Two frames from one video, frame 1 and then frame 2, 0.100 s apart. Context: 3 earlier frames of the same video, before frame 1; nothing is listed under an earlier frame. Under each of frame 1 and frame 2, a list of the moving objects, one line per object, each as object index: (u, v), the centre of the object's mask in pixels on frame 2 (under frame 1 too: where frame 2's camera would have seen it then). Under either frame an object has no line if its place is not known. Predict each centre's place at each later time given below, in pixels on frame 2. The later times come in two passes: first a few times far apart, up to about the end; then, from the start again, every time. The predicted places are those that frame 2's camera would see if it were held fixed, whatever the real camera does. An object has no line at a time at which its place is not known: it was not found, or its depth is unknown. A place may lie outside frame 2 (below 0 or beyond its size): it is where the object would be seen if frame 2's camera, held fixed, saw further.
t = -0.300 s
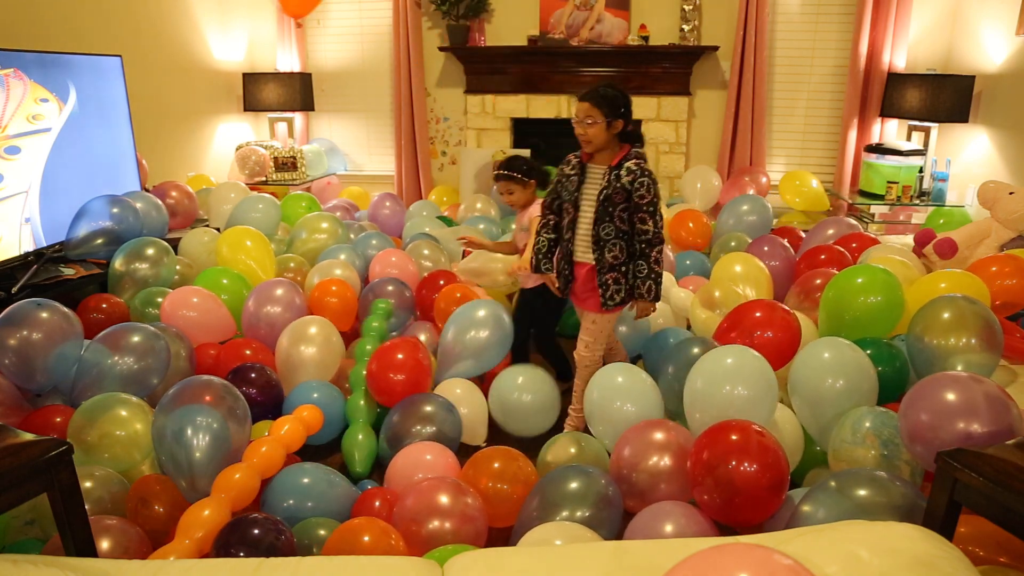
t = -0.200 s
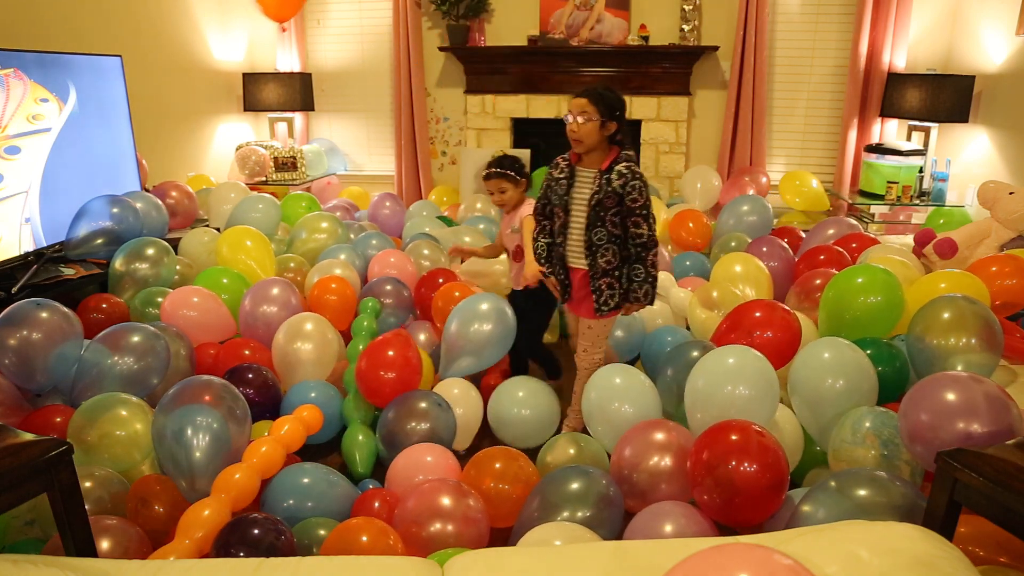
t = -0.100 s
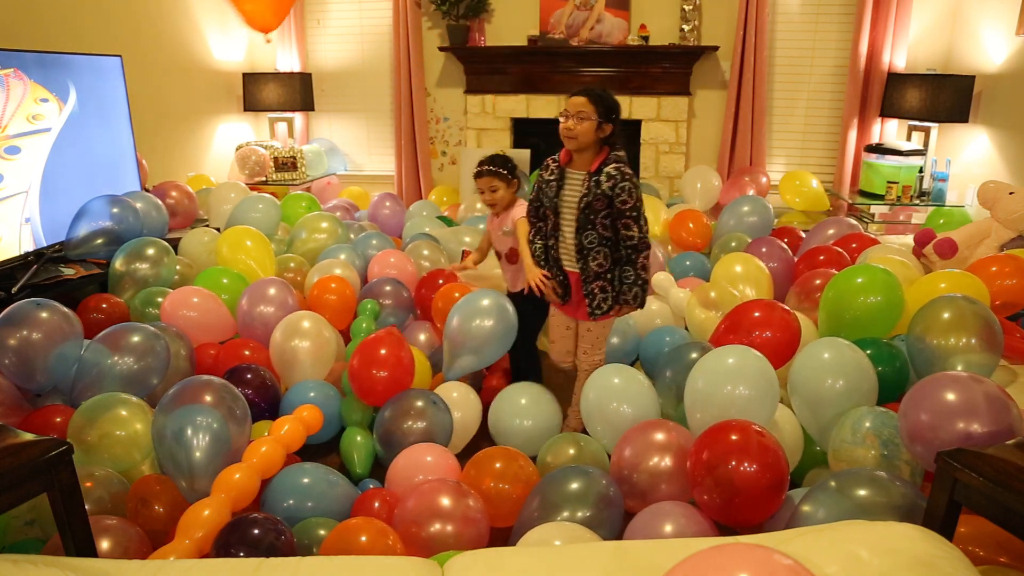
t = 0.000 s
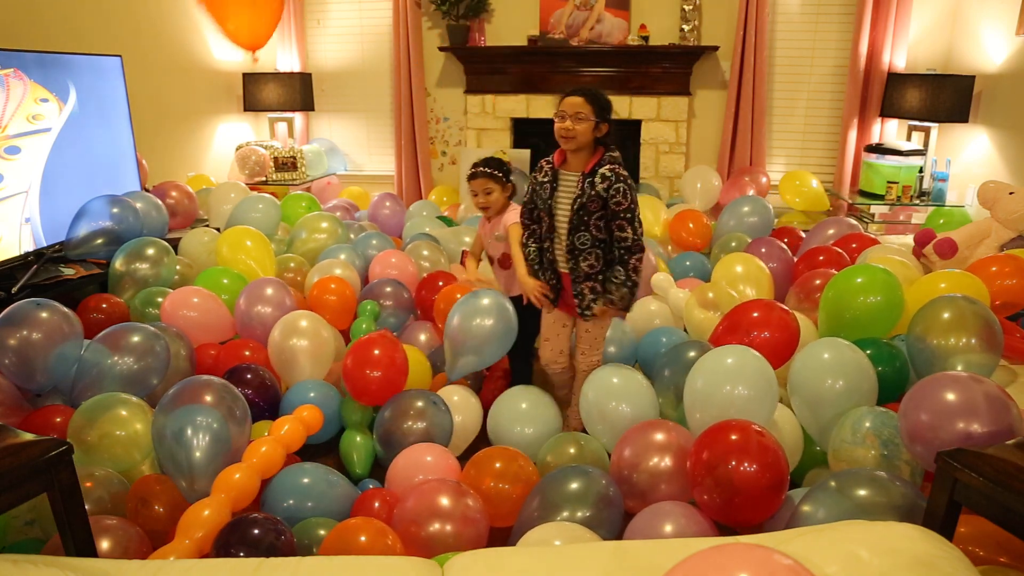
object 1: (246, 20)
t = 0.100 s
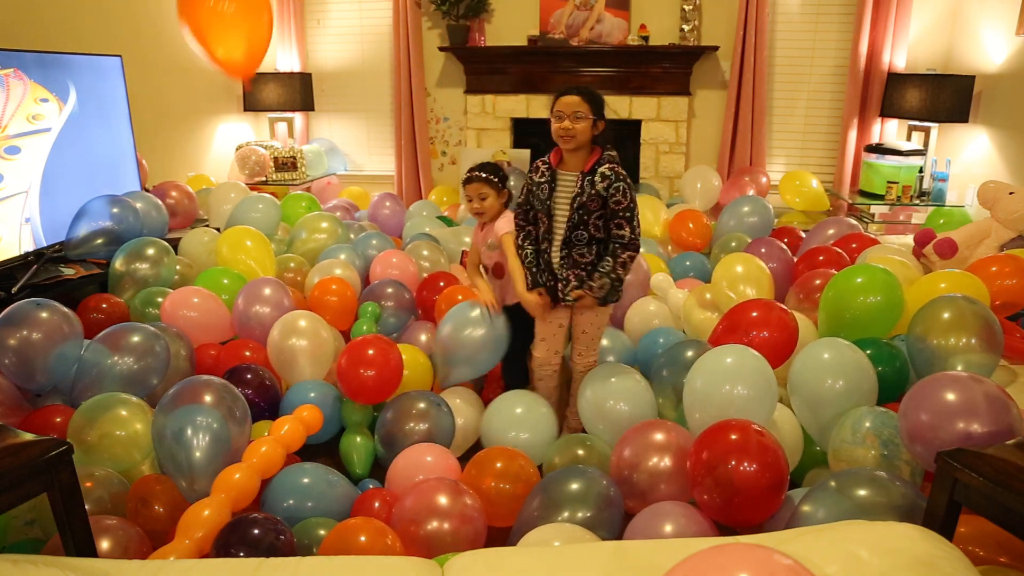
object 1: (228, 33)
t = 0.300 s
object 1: (216, 90)
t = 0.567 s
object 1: (225, 216)
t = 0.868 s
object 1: (265, 337)
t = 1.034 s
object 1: (277, 366)
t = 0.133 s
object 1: (225, 38)
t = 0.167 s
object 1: (221, 44)
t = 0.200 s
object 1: (219, 52)
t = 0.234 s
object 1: (217, 63)
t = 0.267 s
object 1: (216, 76)
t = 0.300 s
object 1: (216, 90)
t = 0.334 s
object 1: (216, 105)
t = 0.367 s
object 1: (217, 119)
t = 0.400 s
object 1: (218, 135)
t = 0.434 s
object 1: (218, 151)
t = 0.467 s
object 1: (219, 169)
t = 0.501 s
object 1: (221, 185)
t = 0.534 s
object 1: (223, 200)
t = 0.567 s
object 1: (225, 216)
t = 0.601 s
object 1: (228, 232)
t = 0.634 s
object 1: (230, 246)
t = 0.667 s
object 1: (235, 262)
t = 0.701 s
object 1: (239, 277)
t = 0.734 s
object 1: (244, 291)
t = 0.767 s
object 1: (249, 303)
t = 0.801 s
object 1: (255, 315)
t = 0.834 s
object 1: (260, 326)
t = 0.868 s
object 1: (265, 337)
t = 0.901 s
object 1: (271, 347)
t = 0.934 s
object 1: (276, 356)
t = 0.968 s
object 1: (279, 361)
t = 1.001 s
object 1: (278, 364)
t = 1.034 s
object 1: (277, 366)
